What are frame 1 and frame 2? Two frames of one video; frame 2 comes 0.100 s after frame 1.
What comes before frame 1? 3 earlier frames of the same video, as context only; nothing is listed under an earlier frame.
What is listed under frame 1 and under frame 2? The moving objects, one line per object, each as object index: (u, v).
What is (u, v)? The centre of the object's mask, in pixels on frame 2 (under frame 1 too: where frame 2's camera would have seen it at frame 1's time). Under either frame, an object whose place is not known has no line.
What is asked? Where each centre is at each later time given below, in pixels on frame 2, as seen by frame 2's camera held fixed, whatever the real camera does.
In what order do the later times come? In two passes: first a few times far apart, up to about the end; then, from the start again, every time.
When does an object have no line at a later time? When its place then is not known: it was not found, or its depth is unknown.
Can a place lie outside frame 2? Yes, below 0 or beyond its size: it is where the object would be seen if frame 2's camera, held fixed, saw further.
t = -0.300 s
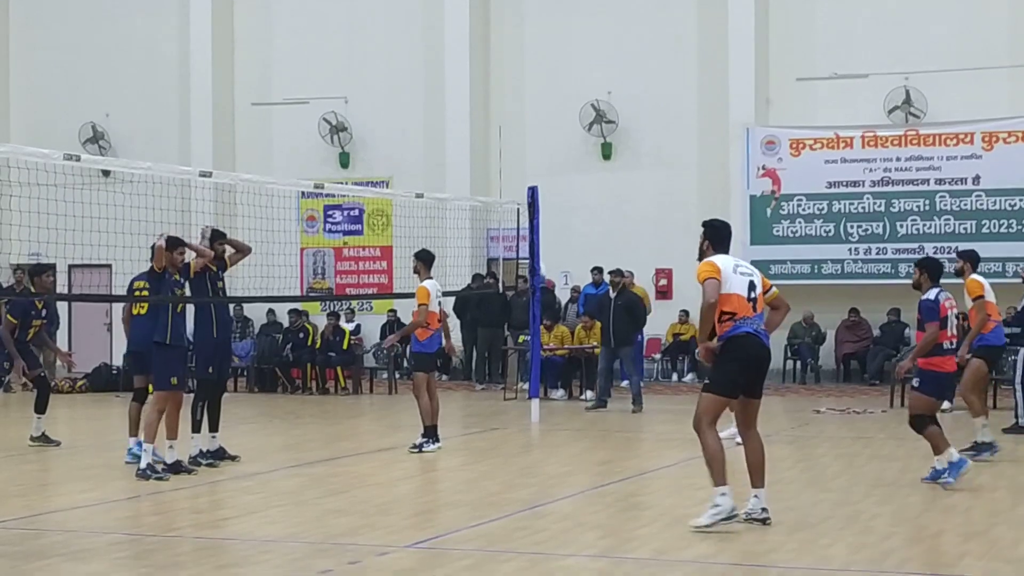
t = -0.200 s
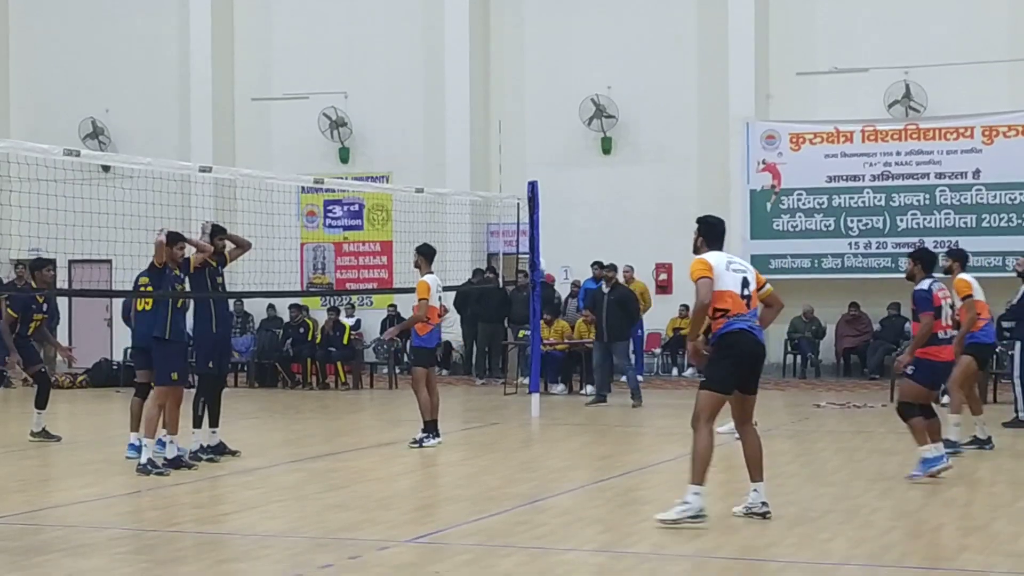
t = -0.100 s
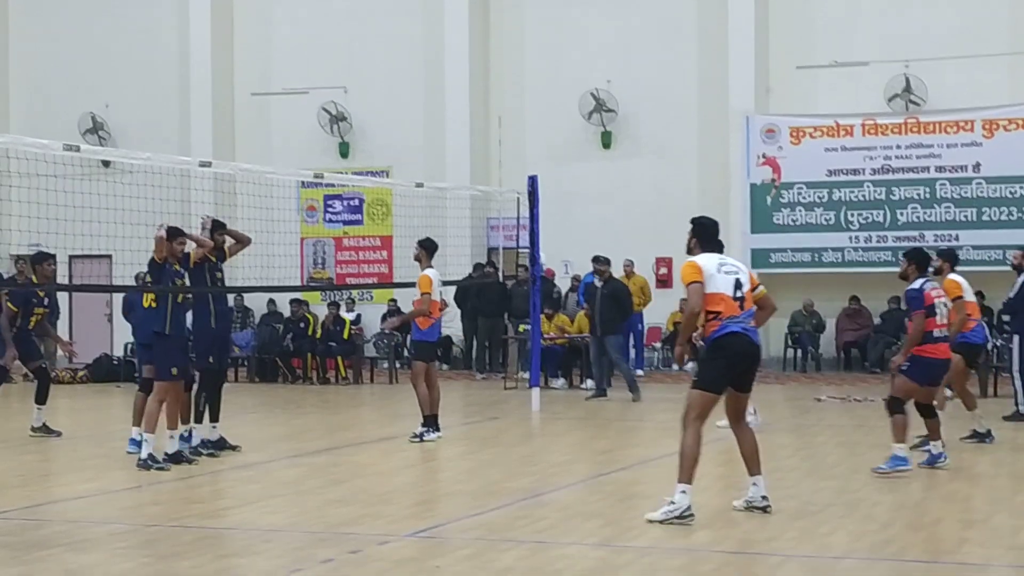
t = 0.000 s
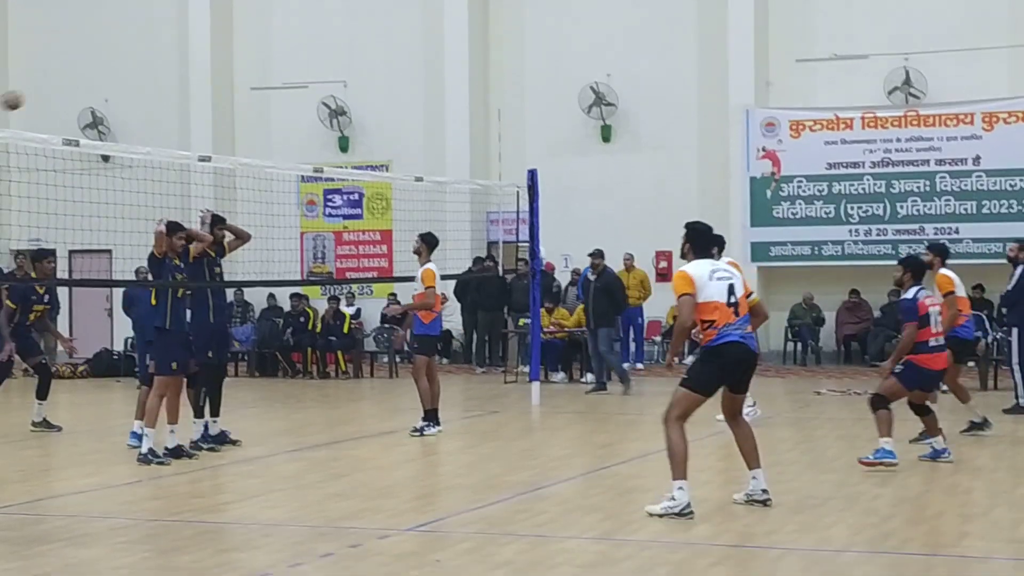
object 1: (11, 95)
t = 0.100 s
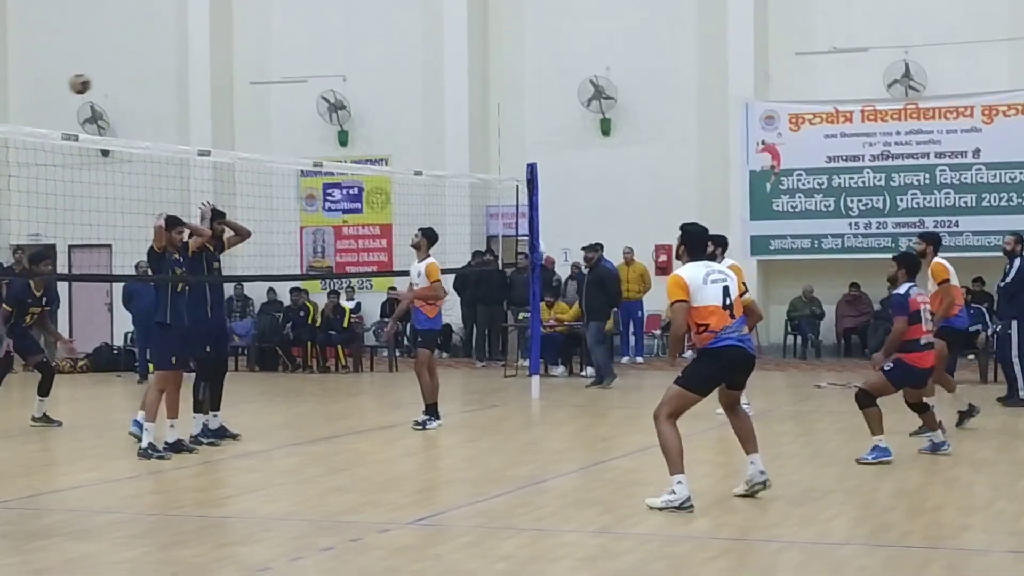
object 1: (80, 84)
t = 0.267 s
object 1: (201, 88)
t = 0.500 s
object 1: (408, 142)
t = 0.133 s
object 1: (103, 83)
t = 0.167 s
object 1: (127, 82)
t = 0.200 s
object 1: (149, 84)
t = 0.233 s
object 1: (175, 86)
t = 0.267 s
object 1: (201, 88)
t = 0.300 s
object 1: (228, 93)
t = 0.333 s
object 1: (255, 97)
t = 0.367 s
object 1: (284, 103)
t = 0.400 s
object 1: (313, 110)
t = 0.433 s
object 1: (343, 120)
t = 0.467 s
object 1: (375, 131)
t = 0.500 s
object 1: (408, 142)
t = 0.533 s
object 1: (440, 156)
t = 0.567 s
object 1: (478, 173)
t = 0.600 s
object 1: (512, 190)
